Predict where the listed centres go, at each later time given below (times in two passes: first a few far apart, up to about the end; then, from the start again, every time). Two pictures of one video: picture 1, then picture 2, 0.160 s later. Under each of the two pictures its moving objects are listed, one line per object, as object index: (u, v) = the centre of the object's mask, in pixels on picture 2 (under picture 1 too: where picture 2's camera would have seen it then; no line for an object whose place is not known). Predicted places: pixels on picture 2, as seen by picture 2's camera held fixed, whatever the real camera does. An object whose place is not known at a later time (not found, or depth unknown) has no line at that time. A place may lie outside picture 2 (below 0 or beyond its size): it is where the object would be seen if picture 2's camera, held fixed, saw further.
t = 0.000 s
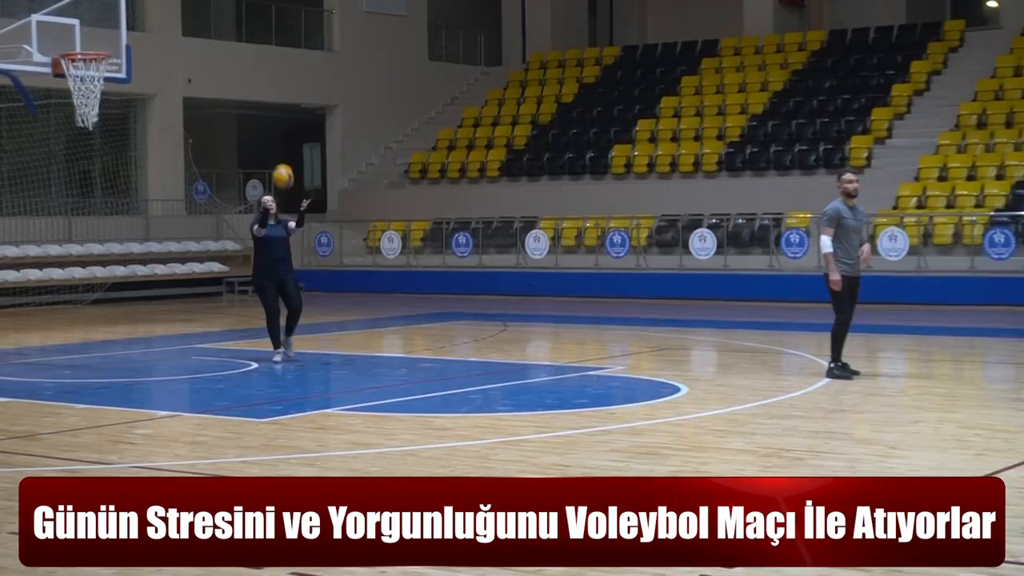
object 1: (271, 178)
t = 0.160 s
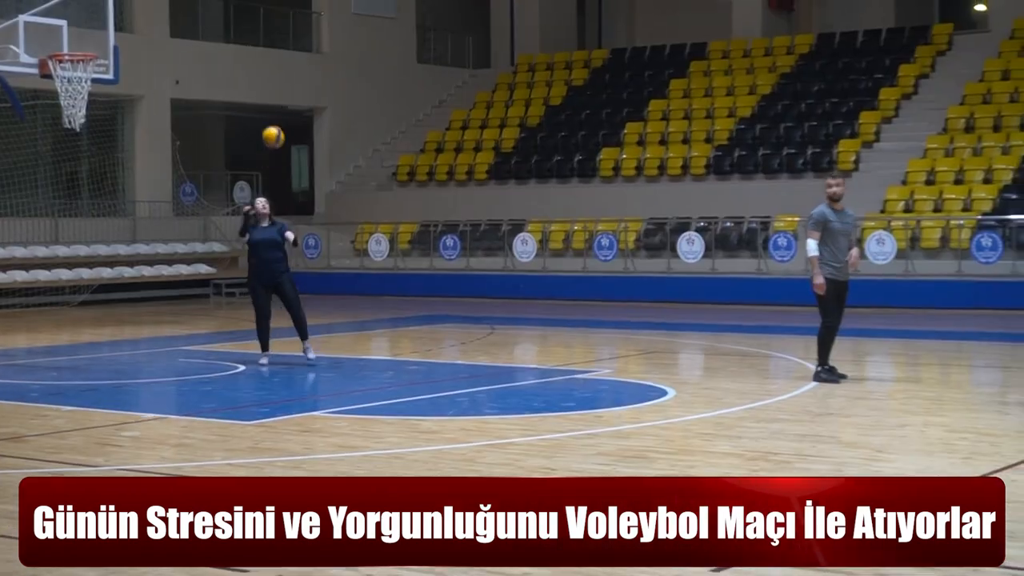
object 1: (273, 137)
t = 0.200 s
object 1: (274, 130)
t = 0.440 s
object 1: (278, 124)
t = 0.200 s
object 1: (274, 130)
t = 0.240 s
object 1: (274, 125)
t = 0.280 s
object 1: (275, 122)
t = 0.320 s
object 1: (275, 120)
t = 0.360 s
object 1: (276, 120)
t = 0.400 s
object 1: (277, 121)
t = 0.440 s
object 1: (278, 124)
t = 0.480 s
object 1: (279, 129)
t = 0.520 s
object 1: (280, 135)
